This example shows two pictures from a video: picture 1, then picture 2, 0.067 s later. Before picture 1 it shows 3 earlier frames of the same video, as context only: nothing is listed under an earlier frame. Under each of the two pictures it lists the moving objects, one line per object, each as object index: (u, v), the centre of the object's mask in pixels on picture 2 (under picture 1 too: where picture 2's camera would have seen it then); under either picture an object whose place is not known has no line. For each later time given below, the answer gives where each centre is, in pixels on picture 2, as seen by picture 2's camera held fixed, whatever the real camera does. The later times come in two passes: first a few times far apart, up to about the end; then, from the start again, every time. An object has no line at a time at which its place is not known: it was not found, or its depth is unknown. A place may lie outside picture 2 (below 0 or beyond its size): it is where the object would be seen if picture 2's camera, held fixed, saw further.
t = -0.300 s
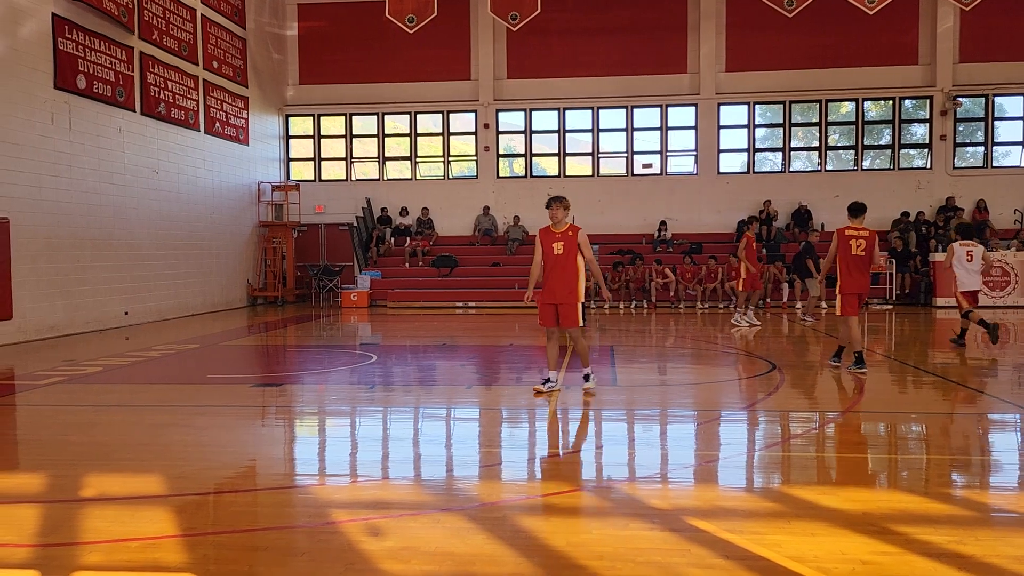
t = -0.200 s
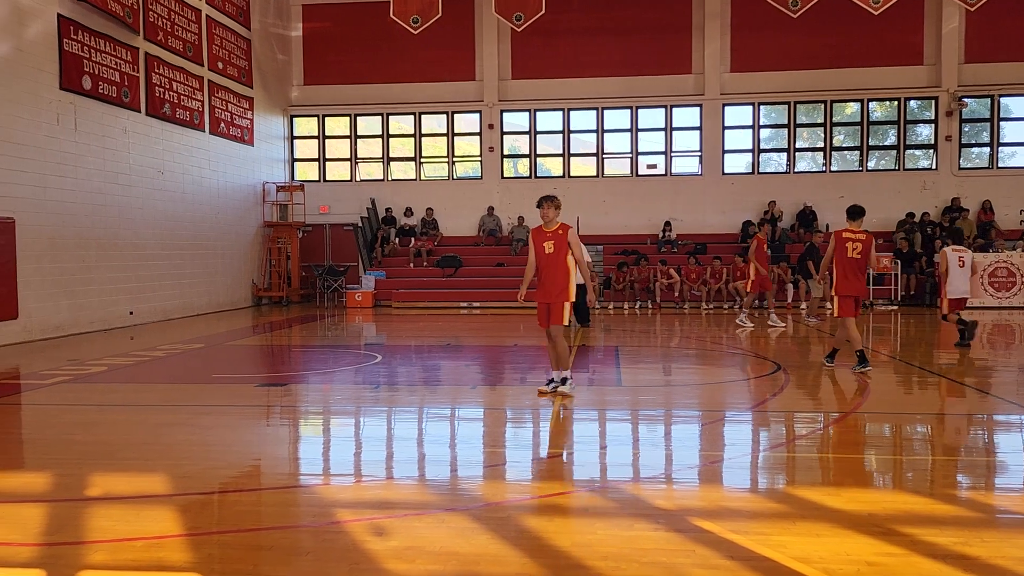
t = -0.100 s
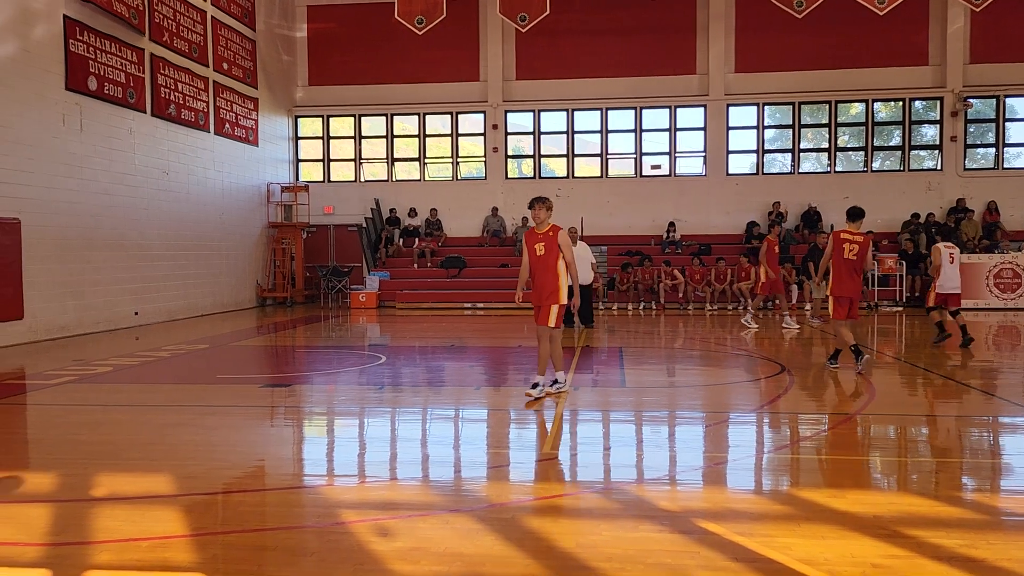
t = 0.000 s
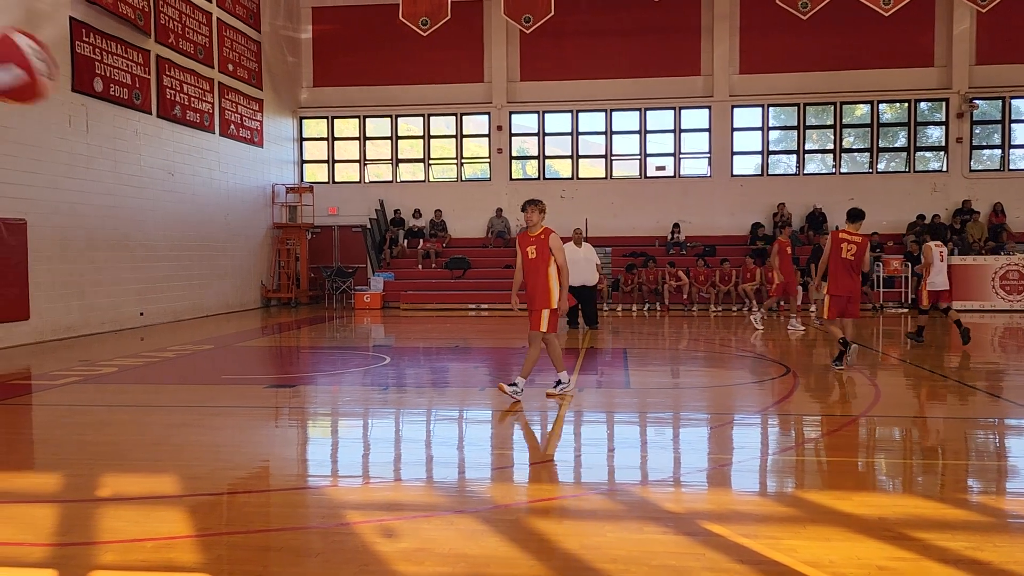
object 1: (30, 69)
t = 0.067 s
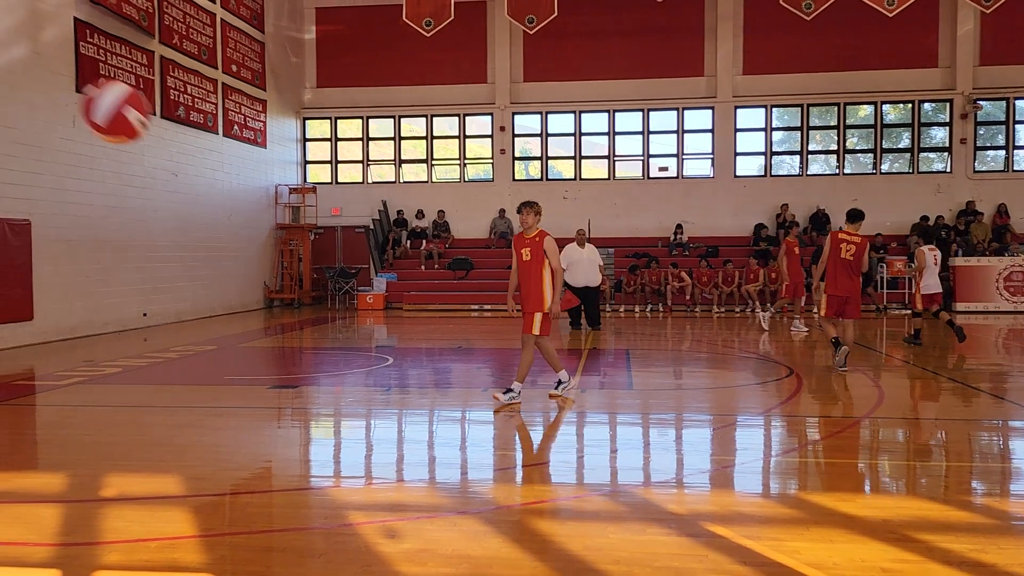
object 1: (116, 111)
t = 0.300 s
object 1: (295, 259)
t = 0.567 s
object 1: (385, 422)
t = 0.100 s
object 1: (154, 134)
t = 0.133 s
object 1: (185, 156)
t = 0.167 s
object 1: (213, 177)
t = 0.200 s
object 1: (238, 198)
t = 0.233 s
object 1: (259, 218)
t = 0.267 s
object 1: (277, 239)
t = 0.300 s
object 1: (295, 259)
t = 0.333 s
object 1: (310, 279)
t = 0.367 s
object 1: (324, 300)
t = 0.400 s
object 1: (337, 321)
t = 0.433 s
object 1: (348, 340)
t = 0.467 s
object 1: (359, 361)
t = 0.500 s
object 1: (368, 381)
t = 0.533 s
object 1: (377, 401)
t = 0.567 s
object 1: (385, 422)
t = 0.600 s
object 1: (391, 402)
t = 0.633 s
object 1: (396, 382)
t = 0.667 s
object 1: (401, 363)
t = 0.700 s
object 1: (406, 347)
